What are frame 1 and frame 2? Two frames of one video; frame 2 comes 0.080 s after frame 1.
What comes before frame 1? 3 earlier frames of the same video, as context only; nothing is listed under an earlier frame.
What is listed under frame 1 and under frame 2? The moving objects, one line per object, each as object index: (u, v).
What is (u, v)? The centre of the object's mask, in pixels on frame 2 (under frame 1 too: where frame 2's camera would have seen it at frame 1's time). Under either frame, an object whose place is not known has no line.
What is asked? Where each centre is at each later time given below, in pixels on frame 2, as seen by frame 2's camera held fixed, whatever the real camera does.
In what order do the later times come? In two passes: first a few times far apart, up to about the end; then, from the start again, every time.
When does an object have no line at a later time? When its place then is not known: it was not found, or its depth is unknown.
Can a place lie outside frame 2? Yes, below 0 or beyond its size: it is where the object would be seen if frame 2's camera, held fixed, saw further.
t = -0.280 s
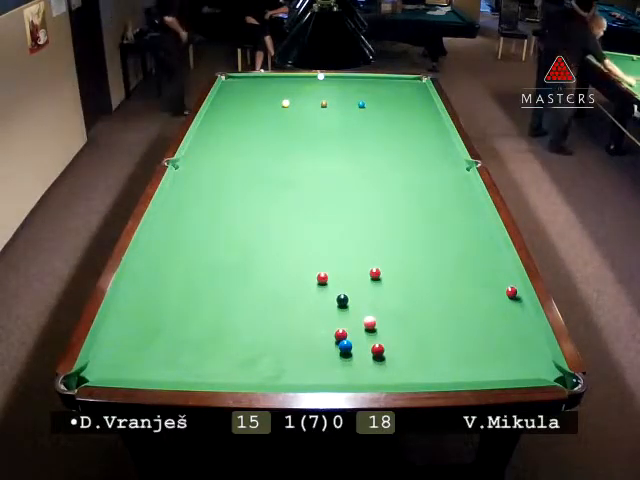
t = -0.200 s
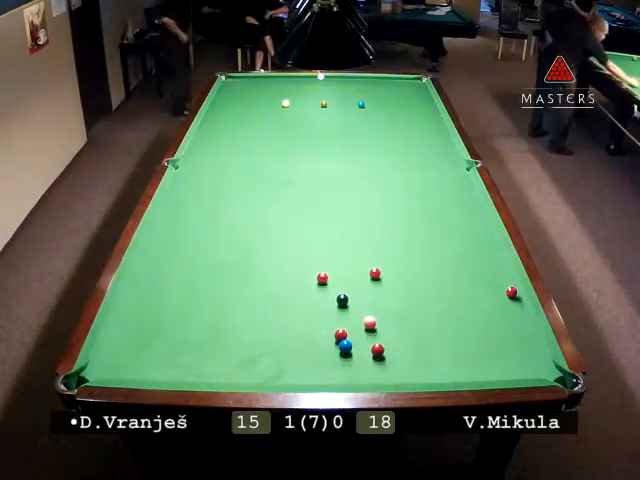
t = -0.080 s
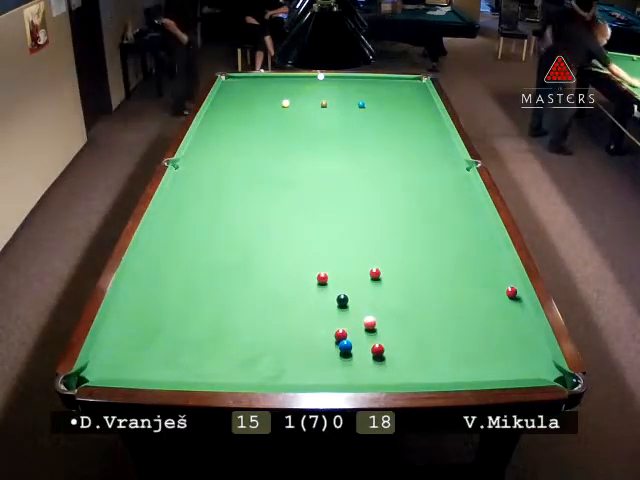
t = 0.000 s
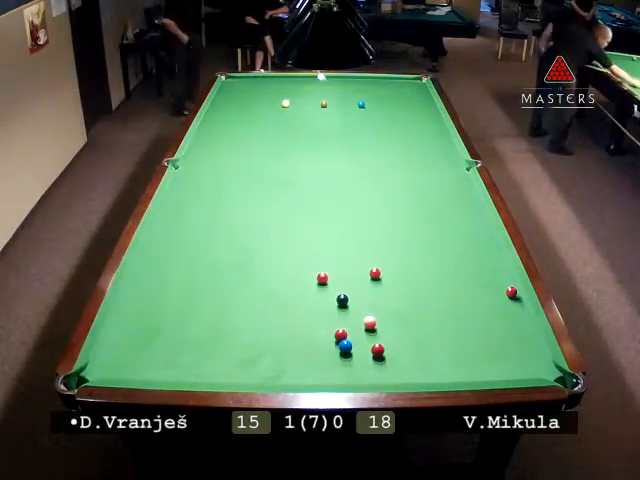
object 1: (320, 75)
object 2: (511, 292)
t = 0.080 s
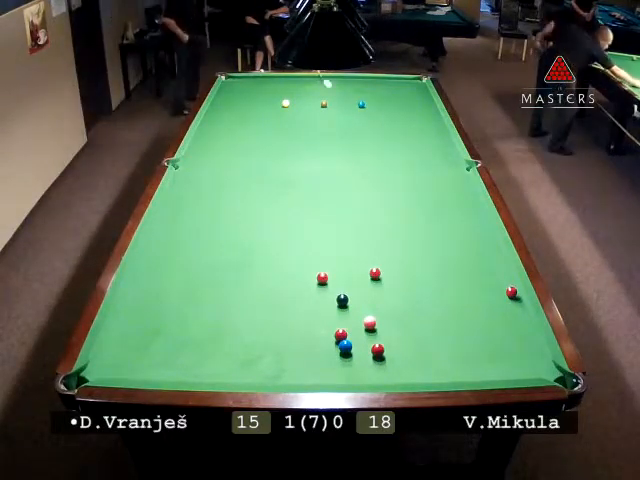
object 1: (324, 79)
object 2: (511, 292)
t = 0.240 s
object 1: (341, 99)
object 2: (511, 292)
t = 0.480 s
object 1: (366, 127)
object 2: (511, 292)
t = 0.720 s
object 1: (397, 163)
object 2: (511, 291)
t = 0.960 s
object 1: (437, 209)
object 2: (511, 291)
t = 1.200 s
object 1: (489, 271)
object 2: (511, 292)
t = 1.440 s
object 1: (485, 307)
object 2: (497, 317)
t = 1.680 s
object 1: (462, 335)
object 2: (474, 351)
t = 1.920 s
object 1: (430, 361)
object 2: (445, 371)
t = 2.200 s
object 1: (357, 362)
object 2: (436, 372)
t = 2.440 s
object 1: (297, 364)
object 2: (428, 373)
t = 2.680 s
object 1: (238, 366)
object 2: (422, 374)
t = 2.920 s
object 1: (183, 366)
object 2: (417, 374)
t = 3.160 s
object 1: (132, 367)
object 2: (413, 375)
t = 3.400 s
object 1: (91, 368)
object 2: (411, 375)
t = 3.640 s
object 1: (100, 369)
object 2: (411, 375)
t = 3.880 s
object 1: (105, 356)
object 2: (411, 375)
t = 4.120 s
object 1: (110, 345)
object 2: (411, 375)
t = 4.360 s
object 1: (114, 336)
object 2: (411, 375)
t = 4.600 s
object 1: (118, 328)
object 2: (411, 375)
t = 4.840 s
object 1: (120, 321)
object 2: (411, 375)
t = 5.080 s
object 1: (123, 316)
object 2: (411, 375)
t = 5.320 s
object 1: (125, 312)
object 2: (411, 375)
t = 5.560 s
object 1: (126, 309)
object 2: (411, 375)
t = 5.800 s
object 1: (127, 307)
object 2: (411, 375)
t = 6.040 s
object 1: (128, 306)
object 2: (411, 375)
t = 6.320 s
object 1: (128, 306)
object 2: (411, 375)
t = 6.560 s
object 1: (128, 305)
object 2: (411, 375)
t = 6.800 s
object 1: (128, 305)
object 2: (411, 375)
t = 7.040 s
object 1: (128, 305)
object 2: (411, 375)
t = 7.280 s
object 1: (128, 305)
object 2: (411, 375)
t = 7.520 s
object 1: (128, 306)
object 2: (411, 375)
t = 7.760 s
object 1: (128, 306)
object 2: (411, 375)
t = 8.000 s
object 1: (128, 306)
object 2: (411, 375)
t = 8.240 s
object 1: (128, 306)
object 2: (411, 375)
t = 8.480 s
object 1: (128, 305)
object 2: (411, 375)
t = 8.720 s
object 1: (128, 305)
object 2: (411, 375)
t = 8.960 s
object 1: (128, 305)
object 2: (411, 375)
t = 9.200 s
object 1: (128, 305)
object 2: (411, 375)
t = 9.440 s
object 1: (128, 305)
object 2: (411, 375)
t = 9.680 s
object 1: (128, 305)
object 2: (410, 375)
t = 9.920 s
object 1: (128, 305)
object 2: (410, 375)
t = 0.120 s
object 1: (326, 81)
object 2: (511, 292)
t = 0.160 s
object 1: (333, 91)
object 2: (511, 292)
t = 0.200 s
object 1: (337, 94)
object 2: (511, 292)
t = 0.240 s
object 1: (341, 99)
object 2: (511, 292)
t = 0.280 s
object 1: (345, 103)
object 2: (511, 292)
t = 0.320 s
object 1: (348, 107)
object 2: (511, 292)
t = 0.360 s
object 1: (353, 112)
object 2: (511, 292)
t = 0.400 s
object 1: (357, 117)
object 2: (511, 292)
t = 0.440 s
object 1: (361, 122)
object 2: (511, 292)
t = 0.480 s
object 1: (366, 127)
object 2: (511, 292)
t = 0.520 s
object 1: (370, 133)
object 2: (511, 292)
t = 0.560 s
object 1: (375, 138)
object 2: (511, 292)
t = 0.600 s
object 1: (380, 144)
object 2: (511, 292)
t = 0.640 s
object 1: (386, 150)
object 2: (511, 292)
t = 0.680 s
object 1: (391, 156)
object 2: (511, 291)
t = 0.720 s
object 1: (397, 163)
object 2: (511, 291)
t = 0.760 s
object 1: (403, 169)
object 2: (511, 291)
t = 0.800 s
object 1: (409, 177)
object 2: (511, 291)
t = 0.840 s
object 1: (415, 184)
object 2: (511, 291)
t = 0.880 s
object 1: (423, 192)
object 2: (511, 291)
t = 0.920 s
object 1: (430, 200)
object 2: (511, 291)
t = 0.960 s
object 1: (437, 209)
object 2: (511, 291)
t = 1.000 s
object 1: (445, 218)
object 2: (511, 291)
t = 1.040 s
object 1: (454, 228)
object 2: (511, 291)
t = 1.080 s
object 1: (462, 238)
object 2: (511, 291)
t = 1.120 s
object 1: (471, 248)
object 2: (511, 291)
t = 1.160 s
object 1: (480, 259)
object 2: (511, 292)
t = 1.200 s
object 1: (489, 271)
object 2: (511, 292)
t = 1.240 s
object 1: (498, 282)
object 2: (511, 292)
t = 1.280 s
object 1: (497, 289)
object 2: (518, 299)
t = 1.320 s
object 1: (493, 292)
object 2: (513, 303)
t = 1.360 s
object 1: (489, 296)
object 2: (508, 308)
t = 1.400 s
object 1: (486, 301)
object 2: (502, 312)
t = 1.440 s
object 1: (485, 307)
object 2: (497, 317)
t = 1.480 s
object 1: (482, 313)
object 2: (492, 322)
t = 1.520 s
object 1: (479, 318)
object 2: (489, 327)
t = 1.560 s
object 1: (474, 322)
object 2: (485, 333)
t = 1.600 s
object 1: (471, 326)
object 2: (482, 339)
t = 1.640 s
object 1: (466, 330)
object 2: (478, 344)
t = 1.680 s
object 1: (462, 335)
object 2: (474, 351)
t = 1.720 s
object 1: (457, 340)
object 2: (470, 358)
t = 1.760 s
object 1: (453, 345)
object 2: (466, 364)
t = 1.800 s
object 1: (448, 349)
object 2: (461, 370)
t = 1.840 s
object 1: (444, 354)
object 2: (457, 374)
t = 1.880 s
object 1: (438, 358)
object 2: (449, 373)
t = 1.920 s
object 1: (430, 361)
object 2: (445, 371)
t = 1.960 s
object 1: (419, 360)
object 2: (445, 371)
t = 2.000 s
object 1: (408, 359)
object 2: (443, 371)
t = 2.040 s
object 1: (396, 360)
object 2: (441, 371)
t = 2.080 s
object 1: (388, 360)
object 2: (440, 371)
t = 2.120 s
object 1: (377, 361)
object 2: (438, 372)
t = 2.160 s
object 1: (366, 362)
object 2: (437, 372)
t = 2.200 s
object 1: (357, 362)
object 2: (436, 372)
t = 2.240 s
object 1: (347, 363)
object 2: (434, 372)
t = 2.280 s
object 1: (336, 363)
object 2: (433, 373)
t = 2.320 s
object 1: (326, 364)
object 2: (432, 373)
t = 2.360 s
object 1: (316, 364)
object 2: (430, 373)
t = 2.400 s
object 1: (306, 364)
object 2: (429, 373)
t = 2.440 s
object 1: (297, 364)
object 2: (428, 373)
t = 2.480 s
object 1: (287, 365)
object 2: (427, 373)
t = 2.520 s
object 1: (277, 365)
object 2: (426, 373)
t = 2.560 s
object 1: (267, 365)
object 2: (425, 373)
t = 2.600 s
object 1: (258, 365)
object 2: (424, 374)
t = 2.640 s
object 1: (248, 365)
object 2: (423, 374)
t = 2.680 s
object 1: (238, 366)
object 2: (422, 374)
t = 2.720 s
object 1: (229, 366)
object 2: (421, 374)
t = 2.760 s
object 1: (220, 366)
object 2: (420, 374)
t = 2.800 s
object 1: (211, 366)
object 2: (419, 374)
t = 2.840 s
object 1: (201, 366)
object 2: (418, 374)
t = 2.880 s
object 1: (192, 366)
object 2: (418, 374)
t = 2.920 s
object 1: (183, 366)
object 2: (417, 374)
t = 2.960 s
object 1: (174, 367)
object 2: (416, 374)
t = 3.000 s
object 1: (166, 367)
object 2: (415, 374)
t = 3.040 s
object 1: (157, 367)
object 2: (415, 374)
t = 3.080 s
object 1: (149, 366)
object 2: (414, 375)
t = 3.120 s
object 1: (140, 366)
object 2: (414, 374)
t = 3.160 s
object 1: (132, 367)
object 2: (413, 375)
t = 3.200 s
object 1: (124, 367)
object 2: (413, 375)
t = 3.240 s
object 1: (116, 367)
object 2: (412, 375)
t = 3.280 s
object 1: (108, 367)
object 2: (412, 375)
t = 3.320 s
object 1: (100, 367)
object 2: (412, 375)
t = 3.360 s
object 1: (93, 367)
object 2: (411, 375)
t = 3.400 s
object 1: (91, 368)
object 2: (411, 375)
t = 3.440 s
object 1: (93, 371)
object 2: (411, 375)
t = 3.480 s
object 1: (95, 374)
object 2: (411, 375)
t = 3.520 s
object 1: (97, 373)
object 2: (411, 375)
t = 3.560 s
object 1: (98, 372)
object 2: (411, 375)
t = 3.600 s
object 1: (98, 371)
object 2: (411, 375)
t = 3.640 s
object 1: (100, 369)
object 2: (411, 375)
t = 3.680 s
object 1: (102, 365)
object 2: (411, 375)
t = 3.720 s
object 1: (102, 363)
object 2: (411, 375)
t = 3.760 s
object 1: (103, 361)
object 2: (411, 375)
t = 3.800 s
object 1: (104, 359)
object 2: (411, 375)
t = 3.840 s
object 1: (104, 357)
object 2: (411, 375)
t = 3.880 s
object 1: (105, 356)
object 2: (411, 375)
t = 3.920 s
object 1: (106, 353)
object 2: (411, 375)
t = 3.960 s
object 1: (107, 352)
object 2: (411, 375)
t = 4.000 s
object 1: (107, 350)
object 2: (411, 375)
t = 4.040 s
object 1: (108, 348)
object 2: (411, 375)
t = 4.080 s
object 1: (109, 346)
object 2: (411, 375)
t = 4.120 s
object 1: (110, 345)
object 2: (411, 375)
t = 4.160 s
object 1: (111, 343)
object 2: (411, 375)
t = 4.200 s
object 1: (111, 342)
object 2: (411, 375)
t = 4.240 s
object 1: (112, 340)
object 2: (411, 375)
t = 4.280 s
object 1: (113, 339)
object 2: (411, 375)
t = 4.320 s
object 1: (113, 337)
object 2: (411, 375)
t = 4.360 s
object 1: (114, 336)
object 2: (411, 375)
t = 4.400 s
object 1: (115, 334)
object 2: (411, 375)
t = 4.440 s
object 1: (115, 333)
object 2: (411, 375)
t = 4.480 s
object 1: (116, 332)
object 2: (411, 375)
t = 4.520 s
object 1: (117, 330)
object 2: (411, 375)
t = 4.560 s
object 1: (117, 329)
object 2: (411, 375)
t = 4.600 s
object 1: (118, 328)
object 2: (411, 375)
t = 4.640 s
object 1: (118, 327)
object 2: (411, 375)
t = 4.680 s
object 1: (119, 325)
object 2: (411, 375)
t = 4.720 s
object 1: (119, 325)
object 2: (411, 375)
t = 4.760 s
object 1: (119, 324)
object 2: (411, 375)
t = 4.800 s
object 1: (120, 322)
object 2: (411, 375)
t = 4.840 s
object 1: (120, 321)
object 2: (411, 375)
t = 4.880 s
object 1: (121, 320)
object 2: (411, 375)
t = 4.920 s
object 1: (121, 319)
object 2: (411, 375)
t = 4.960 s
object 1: (122, 319)
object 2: (411, 375)
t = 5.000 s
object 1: (122, 318)
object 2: (411, 375)
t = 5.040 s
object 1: (122, 317)
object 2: (411, 375)
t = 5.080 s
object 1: (123, 316)
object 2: (411, 375)
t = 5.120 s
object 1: (123, 315)
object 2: (411, 375)
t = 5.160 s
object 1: (123, 314)
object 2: (411, 375)
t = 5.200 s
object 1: (124, 314)
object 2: (411, 375)
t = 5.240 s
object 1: (124, 313)
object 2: (411, 375)
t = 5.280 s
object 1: (124, 313)
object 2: (411, 375)
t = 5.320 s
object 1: (125, 312)
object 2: (411, 375)
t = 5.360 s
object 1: (125, 311)
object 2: (411, 375)
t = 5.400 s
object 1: (125, 311)
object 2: (411, 375)
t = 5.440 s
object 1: (125, 311)
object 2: (411, 375)
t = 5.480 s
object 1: (126, 310)
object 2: (411, 375)
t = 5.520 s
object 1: (126, 310)
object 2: (411, 375)
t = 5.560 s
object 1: (126, 309)
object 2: (411, 375)
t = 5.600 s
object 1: (126, 309)
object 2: (411, 375)
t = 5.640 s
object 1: (126, 308)
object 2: (411, 375)
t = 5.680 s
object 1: (127, 308)
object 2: (411, 375)
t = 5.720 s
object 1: (127, 308)
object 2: (411, 375)
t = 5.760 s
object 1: (127, 307)
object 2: (411, 375)
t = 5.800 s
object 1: (127, 307)
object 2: (411, 375)
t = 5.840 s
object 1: (127, 307)
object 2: (411, 375)
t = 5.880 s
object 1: (127, 306)
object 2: (411, 375)
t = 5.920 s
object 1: (127, 306)
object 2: (411, 375)
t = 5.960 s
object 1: (128, 306)
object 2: (411, 375)
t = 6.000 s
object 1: (128, 306)
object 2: (411, 375)
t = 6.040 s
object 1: (128, 306)
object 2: (411, 375)
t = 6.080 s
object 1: (128, 306)
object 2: (411, 375)
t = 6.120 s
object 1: (128, 306)
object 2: (411, 375)
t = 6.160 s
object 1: (128, 306)
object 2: (411, 375)
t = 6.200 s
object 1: (128, 306)
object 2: (411, 375)
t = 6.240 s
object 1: (128, 306)
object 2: (411, 375)
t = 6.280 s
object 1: (128, 306)
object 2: (411, 375)
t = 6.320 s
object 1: (128, 306)
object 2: (411, 375)
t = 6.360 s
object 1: (128, 306)
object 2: (411, 375)
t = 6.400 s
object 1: (128, 305)
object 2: (411, 375)
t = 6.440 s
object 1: (128, 306)
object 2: (411, 375)
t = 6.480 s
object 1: (128, 305)
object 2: (411, 375)
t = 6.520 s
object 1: (128, 305)
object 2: (411, 375)
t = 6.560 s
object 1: (128, 305)
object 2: (411, 375)
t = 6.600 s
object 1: (128, 305)
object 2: (411, 375)
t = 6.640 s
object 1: (128, 305)
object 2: (411, 375)
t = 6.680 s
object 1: (128, 306)
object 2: (411, 375)
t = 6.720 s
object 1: (128, 305)
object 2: (411, 375)
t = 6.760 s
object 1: (128, 305)
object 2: (411, 375)
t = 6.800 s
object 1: (128, 305)
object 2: (411, 375)
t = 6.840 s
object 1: (128, 305)
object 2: (411, 375)
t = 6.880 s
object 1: (128, 305)
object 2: (411, 375)
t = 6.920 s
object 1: (128, 305)
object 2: (411, 375)
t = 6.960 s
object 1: (128, 305)
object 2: (411, 375)
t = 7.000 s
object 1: (128, 305)
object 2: (411, 375)
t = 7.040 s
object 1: (128, 305)
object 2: (411, 375)
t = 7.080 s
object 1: (128, 305)
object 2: (411, 375)
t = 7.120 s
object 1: (128, 305)
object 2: (411, 375)
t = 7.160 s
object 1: (128, 305)
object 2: (411, 375)
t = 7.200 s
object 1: (128, 305)
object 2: (411, 375)
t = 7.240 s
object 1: (128, 305)
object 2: (411, 375)
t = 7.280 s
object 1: (128, 305)
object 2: (411, 375)
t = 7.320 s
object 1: (128, 306)
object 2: (411, 375)
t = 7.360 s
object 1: (128, 306)
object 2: (411, 375)
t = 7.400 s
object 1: (128, 306)
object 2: (411, 375)
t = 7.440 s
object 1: (128, 306)
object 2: (411, 375)
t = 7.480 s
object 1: (128, 306)
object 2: (411, 375)
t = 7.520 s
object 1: (128, 306)
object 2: (411, 375)
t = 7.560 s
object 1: (128, 306)
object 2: (411, 375)
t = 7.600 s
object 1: (128, 306)
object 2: (411, 375)
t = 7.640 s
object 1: (128, 306)
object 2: (411, 375)
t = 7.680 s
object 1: (128, 306)
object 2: (411, 375)
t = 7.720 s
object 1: (128, 306)
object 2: (411, 375)
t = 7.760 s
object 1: (128, 306)
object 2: (411, 375)
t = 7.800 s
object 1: (128, 306)
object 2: (411, 375)
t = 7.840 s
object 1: (128, 306)
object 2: (411, 375)
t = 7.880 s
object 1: (128, 306)
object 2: (411, 375)
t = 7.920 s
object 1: (128, 306)
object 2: (411, 375)
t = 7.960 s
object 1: (128, 306)
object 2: (411, 375)
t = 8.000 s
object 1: (128, 306)
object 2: (411, 375)
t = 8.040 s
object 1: (128, 306)
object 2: (411, 375)
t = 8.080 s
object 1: (128, 306)
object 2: (411, 375)
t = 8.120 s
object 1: (128, 306)
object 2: (411, 375)
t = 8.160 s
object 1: (128, 306)
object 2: (411, 375)
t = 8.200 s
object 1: (128, 306)
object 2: (411, 375)
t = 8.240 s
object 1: (128, 306)
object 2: (411, 375)
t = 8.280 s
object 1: (128, 306)
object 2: (411, 375)
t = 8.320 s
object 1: (128, 306)
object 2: (411, 375)
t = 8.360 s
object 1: (128, 306)
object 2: (411, 375)
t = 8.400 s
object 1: (128, 306)
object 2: (411, 375)
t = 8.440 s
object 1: (128, 306)
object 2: (411, 375)
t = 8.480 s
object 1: (128, 305)
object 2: (411, 375)
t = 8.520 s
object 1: (128, 305)
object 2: (411, 375)
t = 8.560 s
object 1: (128, 306)
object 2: (411, 375)
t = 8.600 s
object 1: (128, 305)
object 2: (411, 375)
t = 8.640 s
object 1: (128, 306)
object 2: (411, 375)
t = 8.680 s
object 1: (128, 306)
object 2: (411, 375)
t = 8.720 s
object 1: (128, 305)
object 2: (411, 375)
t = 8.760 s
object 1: (128, 305)
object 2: (411, 375)
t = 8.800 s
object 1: (128, 305)
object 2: (411, 375)
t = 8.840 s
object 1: (128, 305)
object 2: (411, 375)
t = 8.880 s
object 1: (128, 305)
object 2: (410, 375)
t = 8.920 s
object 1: (128, 305)
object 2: (411, 375)
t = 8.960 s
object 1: (128, 305)
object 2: (411, 375)
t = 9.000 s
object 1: (128, 305)
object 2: (411, 375)
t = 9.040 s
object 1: (128, 305)
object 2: (411, 375)
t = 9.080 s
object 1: (128, 305)
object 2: (411, 375)
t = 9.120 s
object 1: (128, 305)
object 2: (411, 375)
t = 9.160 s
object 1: (128, 305)
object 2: (411, 375)
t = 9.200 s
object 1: (128, 305)
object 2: (411, 375)
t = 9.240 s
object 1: (128, 305)
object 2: (411, 375)
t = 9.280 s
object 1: (128, 305)
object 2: (411, 375)
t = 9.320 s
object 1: (128, 305)
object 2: (411, 375)
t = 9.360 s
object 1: (128, 305)
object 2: (411, 375)
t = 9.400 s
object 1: (128, 305)
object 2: (411, 375)
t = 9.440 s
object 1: (128, 305)
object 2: (411, 375)
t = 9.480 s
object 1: (128, 305)
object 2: (411, 375)
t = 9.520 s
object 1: (128, 305)
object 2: (411, 375)
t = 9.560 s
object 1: (128, 305)
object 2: (411, 375)
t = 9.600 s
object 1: (128, 305)
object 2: (411, 375)
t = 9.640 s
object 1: (128, 305)
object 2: (410, 375)
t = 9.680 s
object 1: (128, 305)
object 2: (410, 375)
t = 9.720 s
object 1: (128, 305)
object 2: (410, 375)
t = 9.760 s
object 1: (128, 305)
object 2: (410, 375)
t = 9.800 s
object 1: (128, 305)
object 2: (410, 375)
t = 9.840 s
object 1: (128, 305)
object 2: (410, 375)
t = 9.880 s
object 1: (128, 305)
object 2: (410, 375)
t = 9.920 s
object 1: (128, 305)
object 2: (410, 375)
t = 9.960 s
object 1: (128, 305)
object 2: (410, 375)
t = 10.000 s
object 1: (128, 305)
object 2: (410, 375)
